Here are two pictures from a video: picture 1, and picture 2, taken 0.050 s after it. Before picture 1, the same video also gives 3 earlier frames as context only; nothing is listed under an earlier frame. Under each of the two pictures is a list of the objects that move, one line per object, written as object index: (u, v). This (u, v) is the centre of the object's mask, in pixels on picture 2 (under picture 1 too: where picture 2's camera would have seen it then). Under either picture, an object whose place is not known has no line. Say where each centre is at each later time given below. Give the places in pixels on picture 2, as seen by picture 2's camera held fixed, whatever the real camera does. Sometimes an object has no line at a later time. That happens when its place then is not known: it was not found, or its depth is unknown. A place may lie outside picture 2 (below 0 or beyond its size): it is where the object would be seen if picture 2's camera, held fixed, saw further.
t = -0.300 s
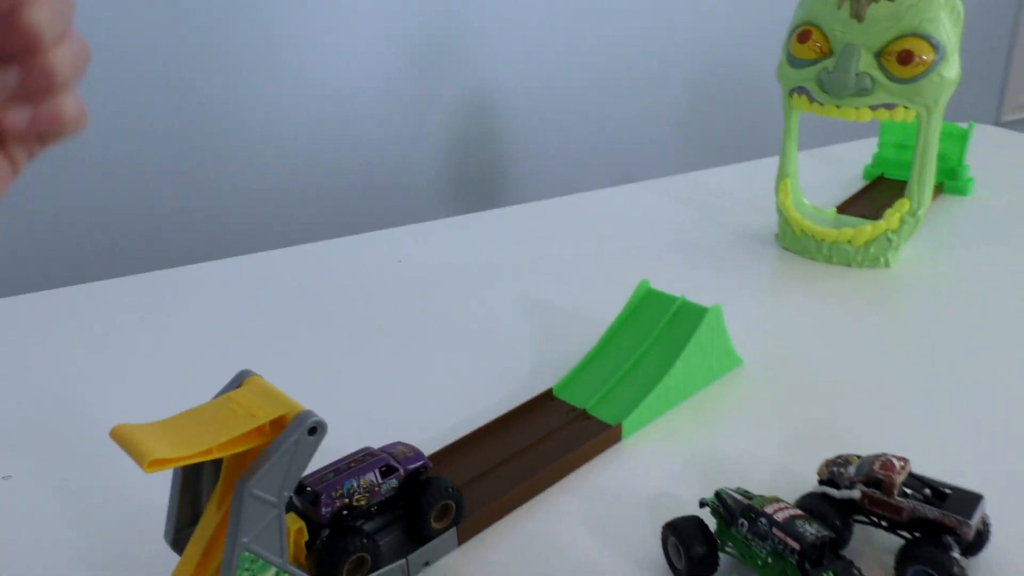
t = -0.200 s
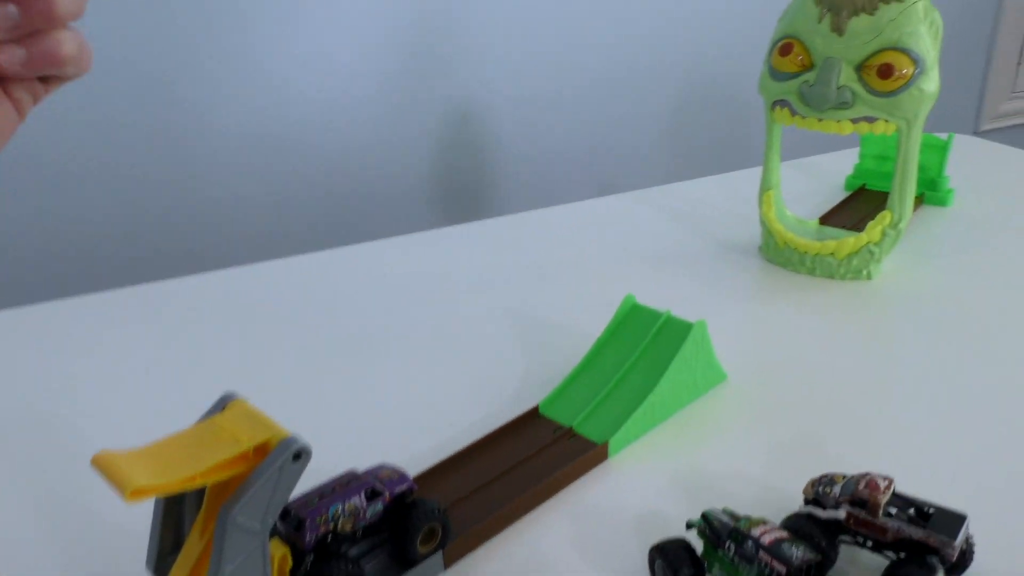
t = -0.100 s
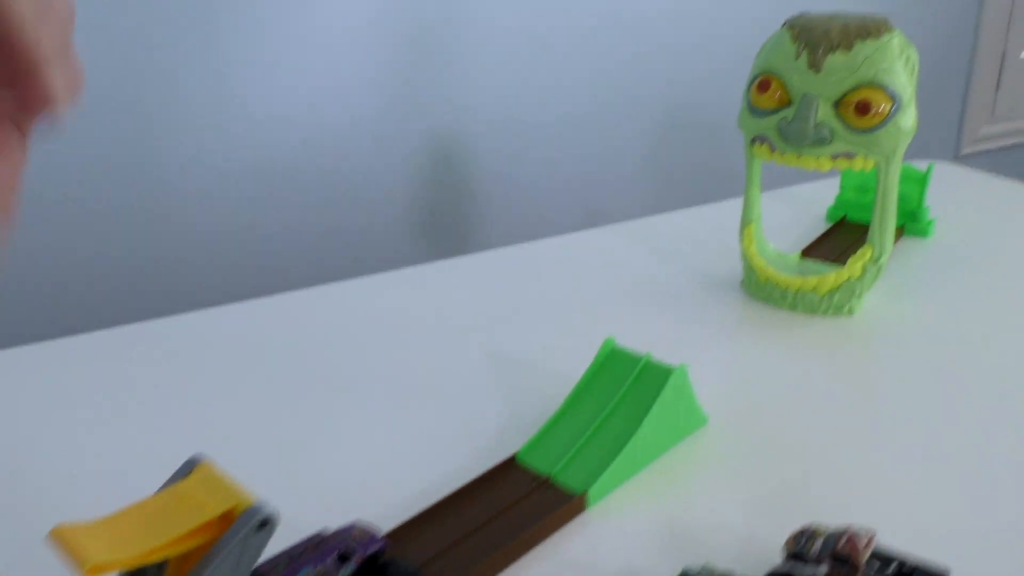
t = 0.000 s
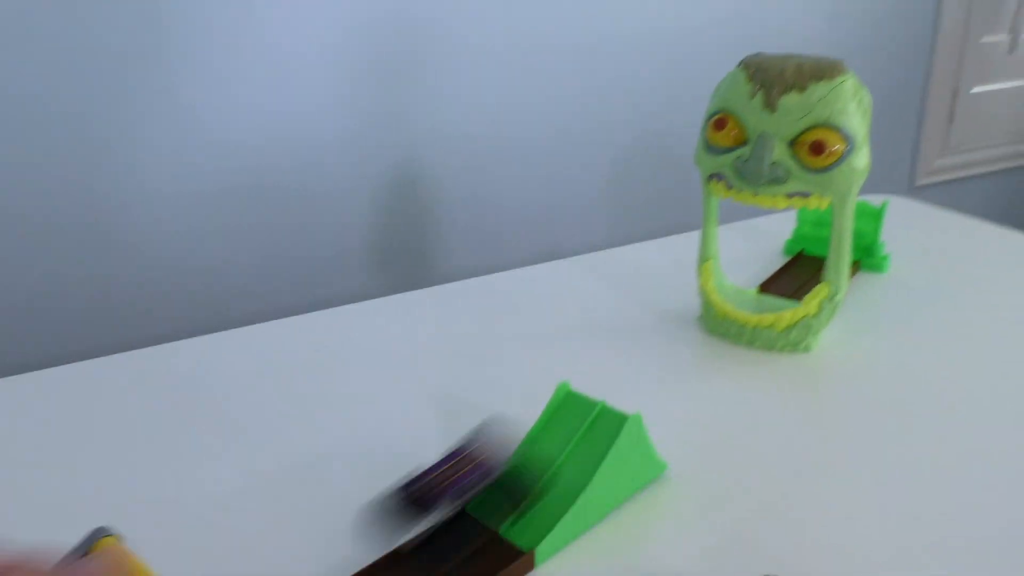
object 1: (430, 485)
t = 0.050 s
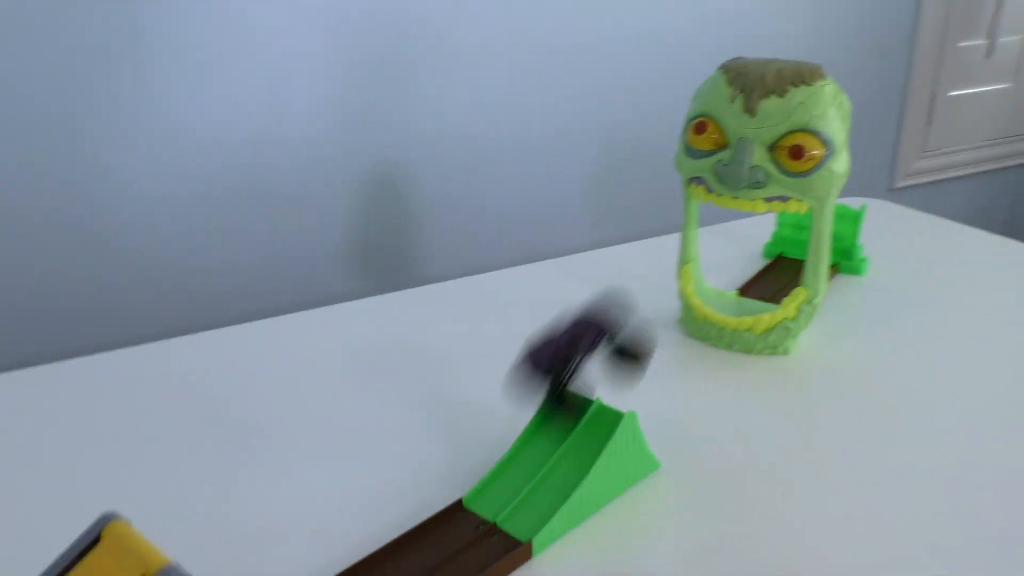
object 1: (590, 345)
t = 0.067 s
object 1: (612, 310)
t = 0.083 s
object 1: (637, 277)
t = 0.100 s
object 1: (666, 247)
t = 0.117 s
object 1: (687, 224)
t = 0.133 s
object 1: (712, 201)
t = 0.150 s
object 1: (725, 191)
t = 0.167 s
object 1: (727, 188)
